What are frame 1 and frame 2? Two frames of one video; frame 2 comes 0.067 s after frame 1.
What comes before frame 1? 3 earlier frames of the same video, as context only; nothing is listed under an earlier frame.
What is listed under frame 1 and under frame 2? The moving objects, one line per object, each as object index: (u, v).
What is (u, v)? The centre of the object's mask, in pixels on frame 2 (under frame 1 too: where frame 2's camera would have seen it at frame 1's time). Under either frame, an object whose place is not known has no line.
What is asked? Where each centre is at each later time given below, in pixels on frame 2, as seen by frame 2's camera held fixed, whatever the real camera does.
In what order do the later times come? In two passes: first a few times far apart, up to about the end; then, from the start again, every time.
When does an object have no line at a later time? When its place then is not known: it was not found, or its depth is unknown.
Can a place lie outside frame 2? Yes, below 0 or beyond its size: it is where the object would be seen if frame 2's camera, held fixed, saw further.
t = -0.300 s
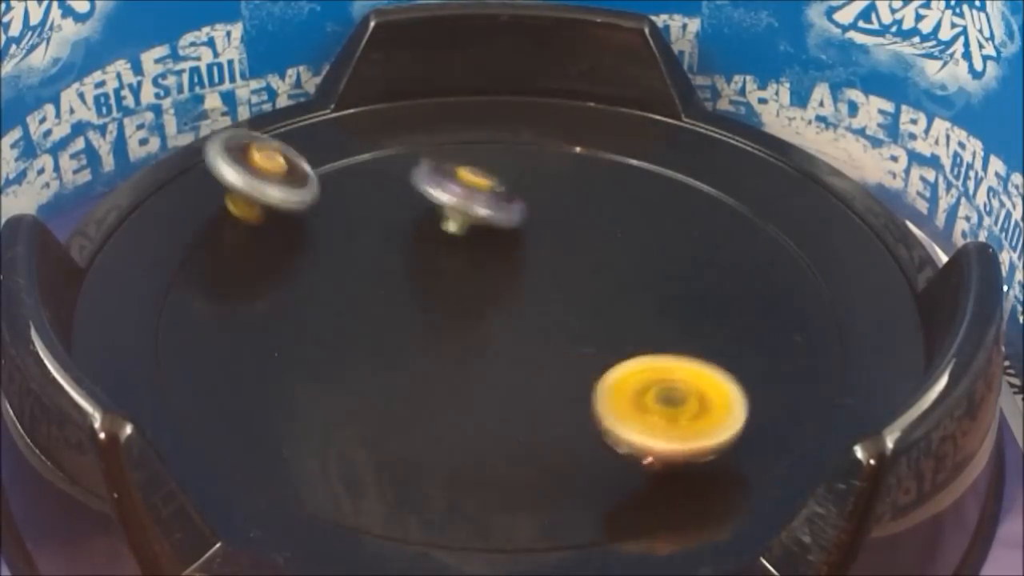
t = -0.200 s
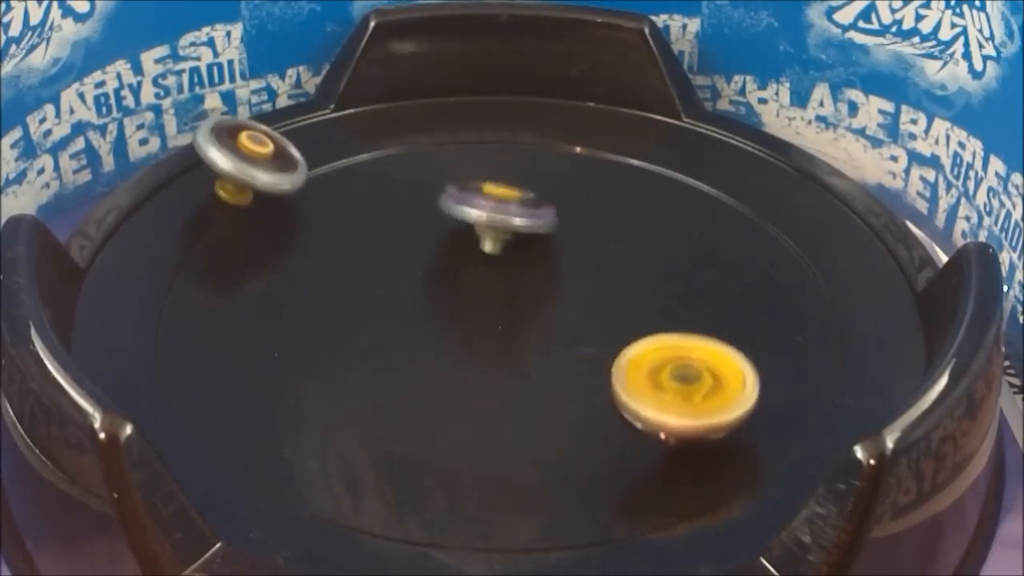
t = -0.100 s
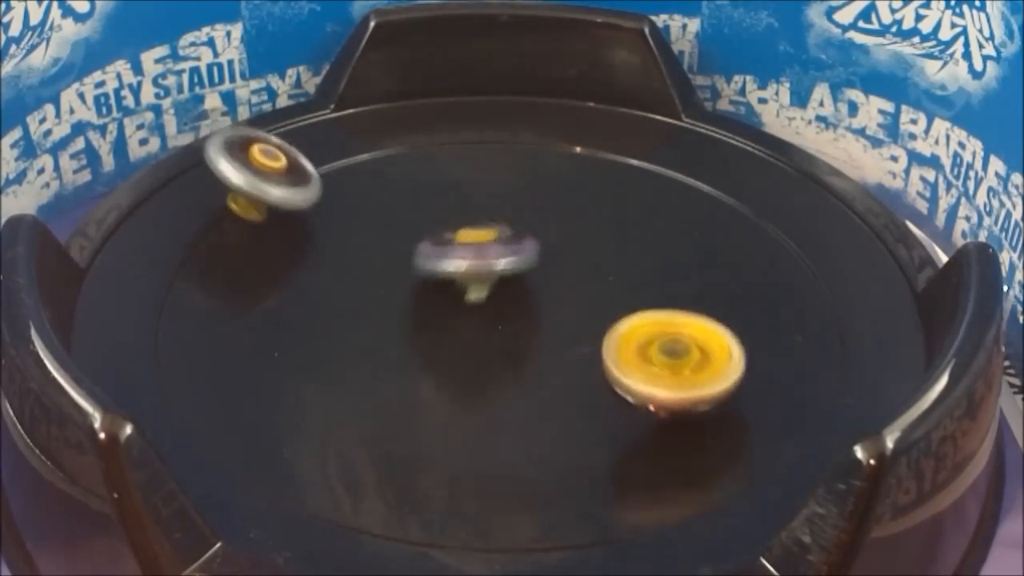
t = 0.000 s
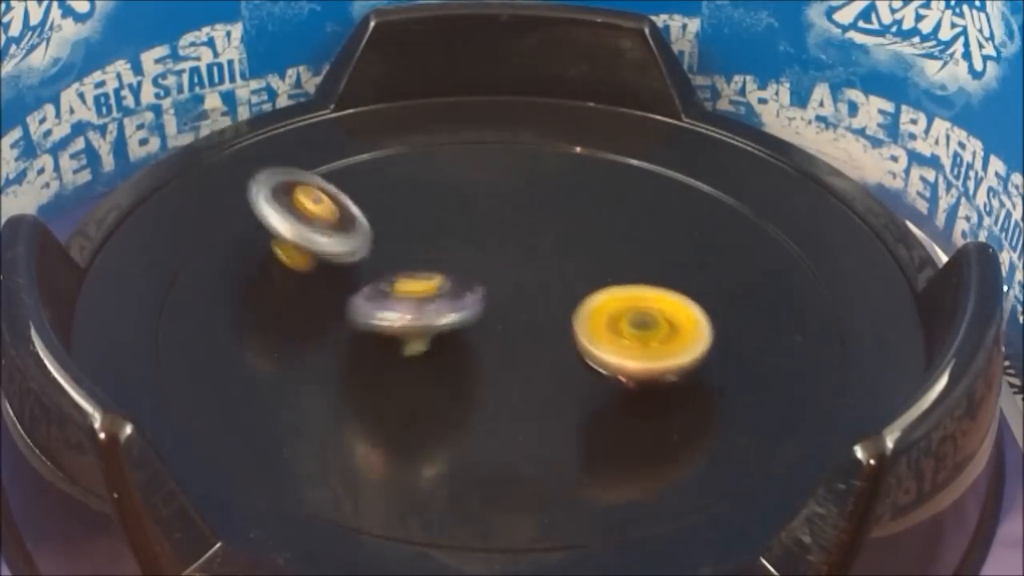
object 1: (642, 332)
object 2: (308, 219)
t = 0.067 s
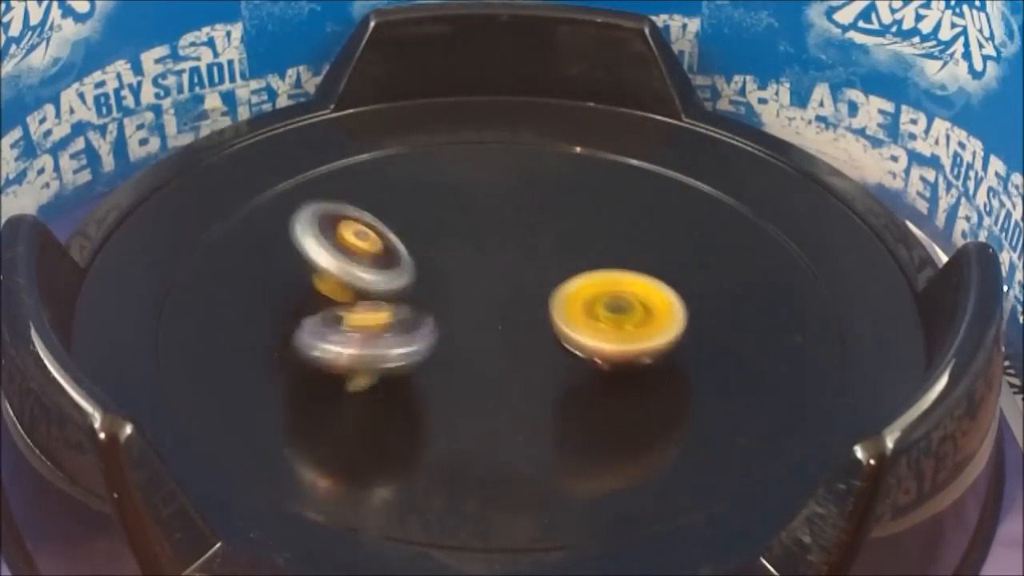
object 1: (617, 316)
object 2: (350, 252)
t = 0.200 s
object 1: (578, 295)
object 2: (447, 294)
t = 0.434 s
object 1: (630, 315)
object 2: (463, 276)
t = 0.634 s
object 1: (596, 315)
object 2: (486, 214)
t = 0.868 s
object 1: (591, 306)
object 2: (509, 190)
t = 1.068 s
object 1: (593, 318)
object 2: (505, 261)
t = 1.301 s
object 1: (573, 364)
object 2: (489, 294)
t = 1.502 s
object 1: (565, 385)
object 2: (545, 296)
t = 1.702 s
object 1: (521, 383)
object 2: (620, 314)
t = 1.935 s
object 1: (442, 367)
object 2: (668, 371)
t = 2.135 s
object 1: (418, 335)
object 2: (687, 388)
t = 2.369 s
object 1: (365, 300)
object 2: (633, 232)
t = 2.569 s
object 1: (283, 280)
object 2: (547, 95)
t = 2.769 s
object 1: (363, 309)
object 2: (498, 149)
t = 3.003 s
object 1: (427, 291)
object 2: (575, 181)
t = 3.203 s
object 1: (424, 255)
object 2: (634, 150)
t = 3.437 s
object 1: (421, 213)
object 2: (583, 212)
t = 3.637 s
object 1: (415, 182)
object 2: (641, 306)
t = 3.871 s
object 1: (561, 215)
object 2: (623, 382)
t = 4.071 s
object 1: (560, 306)
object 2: (565, 380)
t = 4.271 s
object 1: (501, 284)
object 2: (417, 394)
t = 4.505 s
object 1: (436, 298)
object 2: (364, 366)
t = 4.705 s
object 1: (415, 257)
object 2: (417, 355)
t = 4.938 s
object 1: (424, 227)
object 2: (430, 324)
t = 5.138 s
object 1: (474, 180)
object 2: (423, 346)
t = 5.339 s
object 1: (543, 165)
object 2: (429, 326)
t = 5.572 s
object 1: (582, 209)
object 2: (443, 234)
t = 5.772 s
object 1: (593, 288)
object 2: (438, 226)
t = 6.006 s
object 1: (618, 357)
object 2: (502, 248)
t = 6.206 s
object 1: (617, 360)
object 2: (582, 273)
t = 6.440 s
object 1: (527, 365)
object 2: (665, 315)
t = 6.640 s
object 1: (450, 347)
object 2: (627, 378)
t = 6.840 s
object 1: (426, 318)
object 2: (477, 396)
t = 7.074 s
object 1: (428, 289)
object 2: (320, 334)
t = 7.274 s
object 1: (425, 282)
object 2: (319, 256)
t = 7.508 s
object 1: (507, 299)
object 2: (443, 203)
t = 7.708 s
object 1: (516, 302)
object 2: (555, 201)
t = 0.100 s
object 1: (605, 310)
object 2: (375, 262)
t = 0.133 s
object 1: (595, 303)
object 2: (400, 273)
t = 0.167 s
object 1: (586, 299)
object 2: (424, 284)
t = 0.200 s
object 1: (578, 295)
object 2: (447, 294)
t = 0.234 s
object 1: (584, 284)
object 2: (463, 300)
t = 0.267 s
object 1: (602, 276)
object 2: (463, 290)
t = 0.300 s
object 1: (620, 290)
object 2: (464, 294)
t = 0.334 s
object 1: (630, 294)
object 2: (464, 286)
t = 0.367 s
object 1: (633, 302)
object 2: (463, 289)
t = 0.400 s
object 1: (634, 309)
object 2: (462, 278)
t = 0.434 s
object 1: (630, 315)
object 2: (463, 276)
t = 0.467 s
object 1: (624, 318)
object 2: (461, 267)
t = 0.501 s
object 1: (618, 320)
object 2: (460, 266)
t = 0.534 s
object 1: (611, 320)
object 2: (461, 259)
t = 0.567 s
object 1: (605, 319)
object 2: (468, 249)
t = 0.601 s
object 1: (600, 317)
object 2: (475, 230)
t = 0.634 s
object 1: (596, 315)
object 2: (486, 214)
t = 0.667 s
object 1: (594, 313)
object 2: (496, 202)
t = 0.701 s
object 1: (592, 311)
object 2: (505, 191)
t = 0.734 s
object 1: (591, 309)
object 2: (511, 184)
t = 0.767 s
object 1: (591, 308)
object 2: (512, 180)
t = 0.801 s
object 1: (591, 307)
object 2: (512, 179)
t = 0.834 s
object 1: (591, 306)
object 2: (511, 183)
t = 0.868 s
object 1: (591, 306)
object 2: (509, 190)
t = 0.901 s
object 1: (591, 305)
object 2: (509, 200)
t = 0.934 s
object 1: (591, 304)
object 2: (515, 214)
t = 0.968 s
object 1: (590, 303)
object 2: (516, 227)
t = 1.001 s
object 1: (588, 303)
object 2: (513, 241)
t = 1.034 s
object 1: (591, 305)
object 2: (507, 254)
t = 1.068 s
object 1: (593, 318)
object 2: (505, 261)
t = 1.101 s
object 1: (590, 325)
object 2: (501, 264)
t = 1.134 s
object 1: (585, 335)
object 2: (496, 275)
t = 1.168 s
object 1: (578, 340)
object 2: (493, 271)
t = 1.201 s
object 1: (578, 349)
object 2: (481, 280)
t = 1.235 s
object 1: (576, 357)
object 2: (479, 276)
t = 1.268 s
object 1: (574, 362)
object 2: (483, 289)
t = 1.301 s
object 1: (573, 364)
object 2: (489, 294)
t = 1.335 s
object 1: (574, 365)
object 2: (494, 302)
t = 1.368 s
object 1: (574, 367)
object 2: (502, 302)
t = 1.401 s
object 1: (573, 375)
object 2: (513, 301)
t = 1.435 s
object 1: (572, 382)
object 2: (525, 301)
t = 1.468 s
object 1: (568, 385)
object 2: (535, 299)
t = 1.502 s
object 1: (565, 385)
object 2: (545, 296)
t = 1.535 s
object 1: (561, 385)
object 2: (552, 293)
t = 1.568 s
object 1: (558, 382)
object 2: (558, 291)
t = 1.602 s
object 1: (554, 379)
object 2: (573, 294)
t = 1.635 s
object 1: (547, 375)
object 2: (589, 299)
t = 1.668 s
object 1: (534, 381)
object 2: (607, 307)
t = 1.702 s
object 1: (521, 383)
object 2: (620, 314)
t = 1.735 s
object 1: (507, 383)
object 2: (627, 318)
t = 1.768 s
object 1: (495, 382)
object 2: (633, 319)
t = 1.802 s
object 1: (482, 382)
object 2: (637, 320)
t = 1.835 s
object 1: (471, 379)
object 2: (644, 339)
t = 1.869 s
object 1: (460, 375)
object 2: (653, 359)
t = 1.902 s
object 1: (450, 372)
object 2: (661, 374)
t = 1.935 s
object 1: (442, 367)
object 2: (668, 371)
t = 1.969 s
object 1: (435, 362)
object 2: (672, 393)
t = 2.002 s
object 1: (429, 357)
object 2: (675, 414)
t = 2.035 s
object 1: (424, 351)
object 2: (682, 396)
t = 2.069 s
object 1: (421, 345)
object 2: (685, 402)
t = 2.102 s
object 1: (419, 339)
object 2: (685, 415)
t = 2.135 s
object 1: (418, 335)
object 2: (687, 388)
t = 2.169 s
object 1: (418, 331)
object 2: (685, 381)
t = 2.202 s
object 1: (418, 326)
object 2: (680, 363)
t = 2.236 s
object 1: (420, 323)
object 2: (673, 334)
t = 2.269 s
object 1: (422, 320)
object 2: (664, 323)
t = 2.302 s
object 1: (423, 317)
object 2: (652, 293)
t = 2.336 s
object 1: (394, 309)
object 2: (643, 259)
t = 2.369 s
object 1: (365, 300)
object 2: (633, 232)
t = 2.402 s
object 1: (339, 293)
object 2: (621, 201)
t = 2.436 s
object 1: (318, 291)
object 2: (607, 171)
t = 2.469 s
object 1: (302, 285)
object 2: (594, 144)
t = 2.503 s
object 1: (291, 282)
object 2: (580, 122)
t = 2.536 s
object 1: (284, 280)
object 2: (564, 104)
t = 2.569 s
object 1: (283, 280)
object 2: (547, 95)
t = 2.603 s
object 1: (286, 283)
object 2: (533, 88)
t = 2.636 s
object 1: (293, 286)
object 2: (518, 95)
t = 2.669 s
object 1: (305, 291)
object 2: (509, 98)
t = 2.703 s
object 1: (321, 297)
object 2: (502, 111)
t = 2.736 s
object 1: (340, 303)
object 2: (498, 129)
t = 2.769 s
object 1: (363, 309)
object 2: (498, 149)
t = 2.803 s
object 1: (387, 314)
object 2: (500, 173)
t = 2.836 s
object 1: (414, 319)
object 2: (498, 203)
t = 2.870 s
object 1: (440, 322)
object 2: (493, 235)
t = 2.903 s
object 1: (447, 315)
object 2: (503, 241)
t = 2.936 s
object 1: (440, 283)
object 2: (528, 219)
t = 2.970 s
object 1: (434, 275)
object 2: (553, 199)
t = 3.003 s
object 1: (427, 291)
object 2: (575, 181)
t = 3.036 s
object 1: (423, 303)
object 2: (595, 167)
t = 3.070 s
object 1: (422, 295)
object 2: (611, 156)
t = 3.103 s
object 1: (421, 285)
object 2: (624, 149)
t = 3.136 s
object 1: (421, 271)
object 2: (634, 144)
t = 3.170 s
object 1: (422, 261)
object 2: (637, 145)
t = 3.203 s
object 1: (424, 255)
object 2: (634, 150)
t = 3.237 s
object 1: (428, 244)
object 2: (627, 157)
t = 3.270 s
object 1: (433, 239)
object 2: (616, 165)
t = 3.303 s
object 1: (438, 234)
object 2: (602, 173)
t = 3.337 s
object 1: (445, 230)
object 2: (586, 185)
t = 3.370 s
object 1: (451, 226)
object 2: (568, 197)
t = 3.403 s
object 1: (438, 228)
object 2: (570, 205)
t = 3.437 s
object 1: (421, 213)
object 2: (583, 212)
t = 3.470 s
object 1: (416, 205)
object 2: (596, 226)
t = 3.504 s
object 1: (415, 201)
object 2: (608, 241)
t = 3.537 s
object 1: (415, 189)
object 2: (619, 256)
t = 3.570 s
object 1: (415, 185)
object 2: (627, 271)
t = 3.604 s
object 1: (415, 183)
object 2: (634, 288)
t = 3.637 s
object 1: (415, 182)
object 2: (641, 306)
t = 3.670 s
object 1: (419, 182)
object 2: (645, 320)
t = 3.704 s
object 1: (438, 180)
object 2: (647, 335)
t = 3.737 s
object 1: (469, 181)
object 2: (646, 347)
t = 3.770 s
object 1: (497, 185)
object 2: (643, 359)
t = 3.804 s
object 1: (523, 192)
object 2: (638, 369)
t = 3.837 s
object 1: (544, 201)
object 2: (631, 375)
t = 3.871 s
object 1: (561, 215)
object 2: (623, 382)
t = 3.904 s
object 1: (574, 230)
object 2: (615, 385)
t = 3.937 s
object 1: (582, 248)
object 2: (604, 388)
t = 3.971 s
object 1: (584, 265)
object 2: (595, 389)
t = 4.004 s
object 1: (582, 281)
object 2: (586, 387)
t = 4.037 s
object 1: (573, 297)
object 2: (576, 383)
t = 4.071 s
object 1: (560, 306)
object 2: (565, 380)
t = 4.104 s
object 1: (549, 298)
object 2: (547, 381)
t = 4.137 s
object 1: (541, 295)
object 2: (521, 392)
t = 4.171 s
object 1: (530, 281)
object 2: (491, 399)
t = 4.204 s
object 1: (518, 267)
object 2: (468, 403)
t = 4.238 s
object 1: (509, 264)
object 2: (442, 398)
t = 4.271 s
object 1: (501, 284)
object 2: (417, 394)
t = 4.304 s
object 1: (491, 286)
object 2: (395, 391)
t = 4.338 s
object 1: (481, 291)
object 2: (381, 386)
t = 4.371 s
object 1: (471, 296)
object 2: (370, 380)
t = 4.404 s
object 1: (461, 295)
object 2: (362, 376)
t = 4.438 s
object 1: (451, 301)
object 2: (358, 372)
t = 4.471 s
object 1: (443, 301)
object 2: (359, 369)
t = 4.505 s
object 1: (436, 298)
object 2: (364, 366)
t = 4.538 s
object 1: (430, 293)
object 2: (369, 363)
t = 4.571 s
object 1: (425, 287)
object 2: (377, 362)
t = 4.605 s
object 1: (421, 281)
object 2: (388, 361)
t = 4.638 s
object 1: (418, 273)
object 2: (398, 360)
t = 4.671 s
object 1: (416, 264)
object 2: (408, 358)
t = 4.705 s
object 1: (415, 257)
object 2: (417, 355)
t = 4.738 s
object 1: (415, 249)
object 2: (425, 354)
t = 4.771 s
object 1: (416, 242)
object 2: (431, 350)
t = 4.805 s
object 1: (417, 237)
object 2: (435, 346)
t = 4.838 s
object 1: (419, 233)
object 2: (435, 342)
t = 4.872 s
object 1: (420, 231)
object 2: (436, 337)
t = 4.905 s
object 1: (422, 228)
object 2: (432, 331)
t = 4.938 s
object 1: (424, 227)
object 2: (430, 324)
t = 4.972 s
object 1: (427, 227)
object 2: (428, 319)
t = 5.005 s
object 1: (431, 223)
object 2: (424, 314)
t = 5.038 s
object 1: (441, 209)
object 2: (419, 324)
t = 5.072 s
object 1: (452, 197)
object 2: (418, 334)
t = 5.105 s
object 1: (462, 188)
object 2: (420, 339)
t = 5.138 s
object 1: (474, 180)
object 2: (423, 346)
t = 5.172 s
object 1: (485, 175)
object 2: (425, 349)
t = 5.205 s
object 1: (497, 170)
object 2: (426, 350)
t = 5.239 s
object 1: (510, 168)
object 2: (426, 349)
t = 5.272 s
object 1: (521, 165)
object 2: (426, 346)
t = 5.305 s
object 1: (533, 165)
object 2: (427, 337)
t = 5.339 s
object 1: (543, 165)
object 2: (429, 326)
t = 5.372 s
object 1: (552, 167)
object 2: (435, 314)
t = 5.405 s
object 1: (561, 171)
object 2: (439, 300)
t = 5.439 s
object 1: (568, 177)
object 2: (442, 284)
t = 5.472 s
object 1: (574, 182)
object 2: (444, 271)
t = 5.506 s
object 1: (578, 190)
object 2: (443, 256)
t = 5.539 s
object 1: (580, 199)
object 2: (442, 245)
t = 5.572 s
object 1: (582, 209)
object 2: (443, 234)
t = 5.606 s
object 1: (583, 220)
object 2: (441, 225)
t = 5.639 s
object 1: (584, 232)
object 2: (440, 220)
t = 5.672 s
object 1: (586, 245)
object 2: (441, 218)
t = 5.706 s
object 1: (588, 259)
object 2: (440, 219)
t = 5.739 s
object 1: (591, 273)
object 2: (439, 221)
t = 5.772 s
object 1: (593, 288)
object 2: (438, 226)
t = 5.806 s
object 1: (597, 301)
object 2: (445, 230)
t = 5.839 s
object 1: (600, 313)
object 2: (456, 233)
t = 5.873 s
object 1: (604, 325)
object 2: (469, 236)
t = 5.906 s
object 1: (608, 335)
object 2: (479, 240)
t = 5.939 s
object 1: (611, 344)
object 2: (488, 244)
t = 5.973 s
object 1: (615, 351)
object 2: (495, 245)
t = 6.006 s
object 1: (618, 357)
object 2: (502, 248)
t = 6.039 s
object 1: (620, 361)
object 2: (507, 250)
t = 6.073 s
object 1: (622, 364)
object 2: (519, 255)
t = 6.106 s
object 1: (622, 364)
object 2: (536, 262)
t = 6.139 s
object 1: (622, 364)
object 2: (552, 268)
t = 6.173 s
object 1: (620, 363)
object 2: (566, 271)
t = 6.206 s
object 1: (617, 360)
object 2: (582, 273)
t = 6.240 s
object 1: (613, 357)
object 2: (598, 272)
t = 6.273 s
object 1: (606, 354)
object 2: (616, 272)
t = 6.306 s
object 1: (591, 357)
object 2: (636, 274)
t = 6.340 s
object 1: (576, 361)
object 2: (652, 282)
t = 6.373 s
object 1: (560, 365)
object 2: (660, 293)
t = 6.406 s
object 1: (543, 365)
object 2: (661, 304)
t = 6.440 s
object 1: (527, 365)
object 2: (665, 315)
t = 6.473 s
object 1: (511, 365)
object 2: (668, 328)
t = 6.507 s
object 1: (496, 360)
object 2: (667, 338)
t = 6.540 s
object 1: (482, 358)
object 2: (662, 349)
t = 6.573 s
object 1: (470, 355)
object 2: (655, 359)
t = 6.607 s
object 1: (459, 350)
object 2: (643, 369)
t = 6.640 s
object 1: (450, 347)
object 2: (627, 378)
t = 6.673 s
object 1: (443, 342)
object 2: (607, 386)
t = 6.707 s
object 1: (438, 338)
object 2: (584, 391)
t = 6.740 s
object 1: (434, 335)
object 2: (558, 394)
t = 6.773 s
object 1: (432, 332)
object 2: (532, 396)
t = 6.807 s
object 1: (430, 326)
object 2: (503, 396)
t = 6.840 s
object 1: (426, 318)
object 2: (477, 396)
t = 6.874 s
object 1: (424, 310)
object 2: (446, 394)
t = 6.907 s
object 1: (424, 302)
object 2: (420, 388)
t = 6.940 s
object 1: (424, 296)
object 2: (396, 378)
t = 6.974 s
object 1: (425, 292)
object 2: (370, 370)
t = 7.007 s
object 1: (426, 289)
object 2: (352, 360)
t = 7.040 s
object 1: (427, 288)
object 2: (333, 347)
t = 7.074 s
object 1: (428, 289)
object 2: (320, 334)
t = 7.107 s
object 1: (428, 291)
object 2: (311, 322)
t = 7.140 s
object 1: (428, 293)
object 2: (305, 309)
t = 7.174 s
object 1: (426, 298)
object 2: (301, 296)
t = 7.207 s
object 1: (424, 296)
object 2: (306, 280)
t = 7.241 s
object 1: (423, 289)
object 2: (312, 269)
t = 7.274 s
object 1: (425, 282)
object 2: (319, 256)
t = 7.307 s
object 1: (433, 279)
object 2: (329, 241)
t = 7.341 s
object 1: (444, 276)
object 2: (341, 231)
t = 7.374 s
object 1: (454, 276)
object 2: (356, 224)
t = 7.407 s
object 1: (471, 283)
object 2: (374, 217)
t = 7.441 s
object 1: (485, 290)
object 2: (395, 209)
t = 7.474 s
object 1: (497, 295)
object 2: (418, 205)
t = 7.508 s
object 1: (507, 299)
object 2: (443, 203)
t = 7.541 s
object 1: (514, 302)
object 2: (468, 200)
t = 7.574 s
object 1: (516, 304)
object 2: (491, 199)
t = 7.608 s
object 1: (517, 305)
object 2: (513, 198)
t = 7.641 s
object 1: (516, 304)
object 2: (529, 198)
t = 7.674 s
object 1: (516, 303)
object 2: (544, 199)
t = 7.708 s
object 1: (516, 302)
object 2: (555, 201)
